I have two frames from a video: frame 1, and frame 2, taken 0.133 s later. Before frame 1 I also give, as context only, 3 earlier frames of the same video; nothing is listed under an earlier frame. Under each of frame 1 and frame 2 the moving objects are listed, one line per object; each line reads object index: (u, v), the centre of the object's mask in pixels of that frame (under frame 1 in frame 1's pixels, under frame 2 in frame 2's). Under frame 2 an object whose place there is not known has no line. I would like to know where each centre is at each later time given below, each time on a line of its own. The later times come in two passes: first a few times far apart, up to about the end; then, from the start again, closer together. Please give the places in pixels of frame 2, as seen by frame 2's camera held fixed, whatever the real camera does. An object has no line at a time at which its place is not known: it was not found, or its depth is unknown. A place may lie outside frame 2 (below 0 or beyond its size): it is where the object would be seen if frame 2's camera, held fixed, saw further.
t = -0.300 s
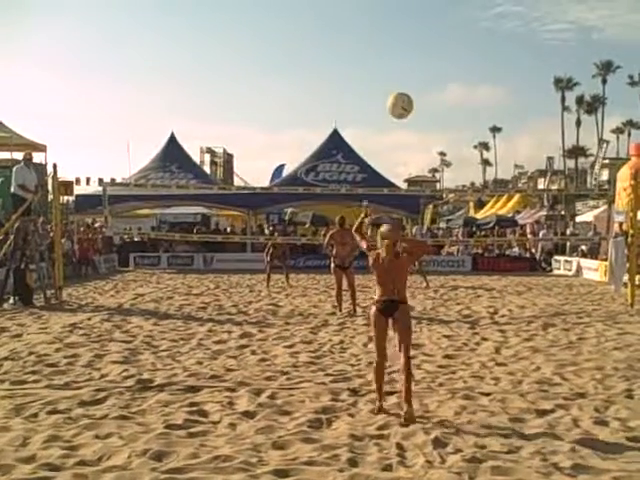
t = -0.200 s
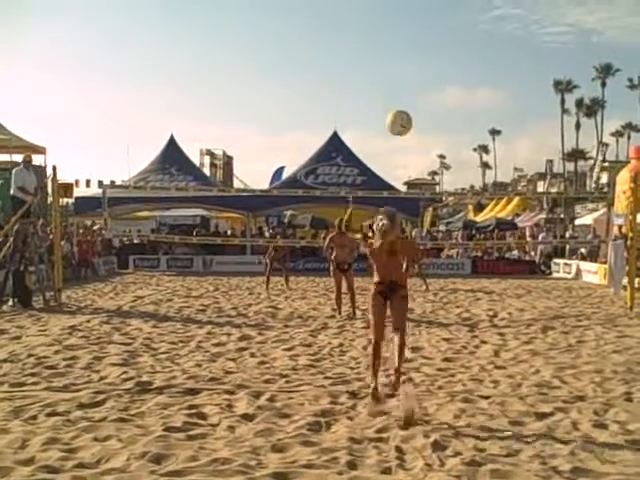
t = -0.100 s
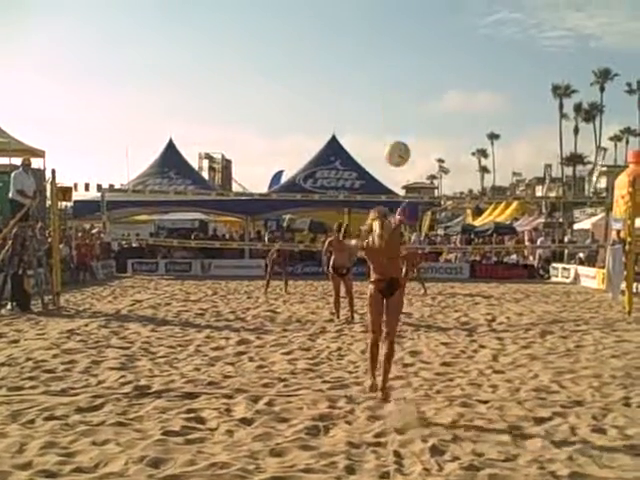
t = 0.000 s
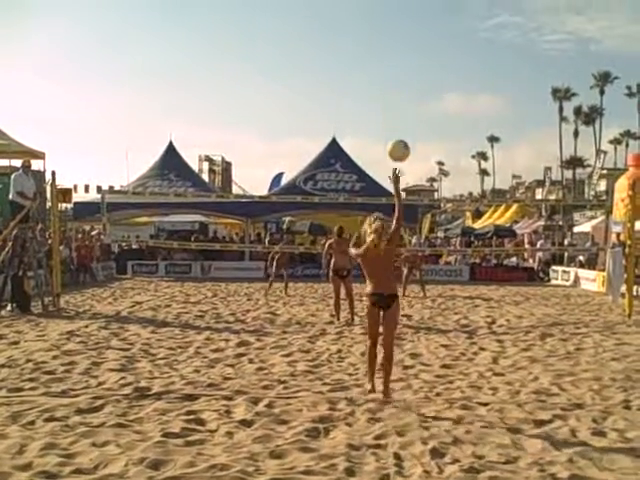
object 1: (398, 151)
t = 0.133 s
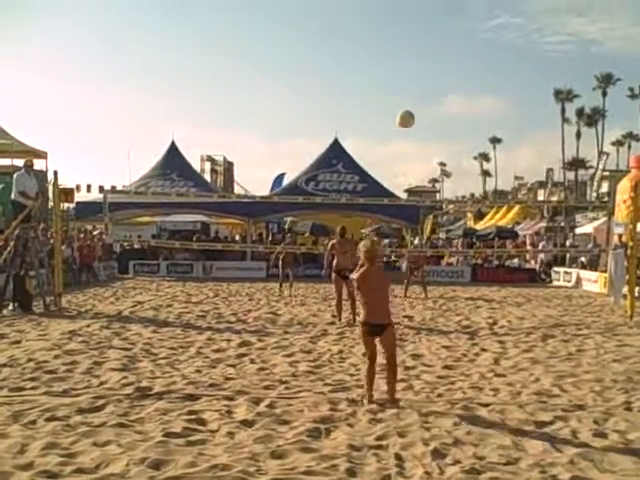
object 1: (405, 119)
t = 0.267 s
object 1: (408, 112)
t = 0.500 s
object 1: (411, 131)
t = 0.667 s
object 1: (410, 159)
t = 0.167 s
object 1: (406, 116)
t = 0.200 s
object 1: (407, 113)
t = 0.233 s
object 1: (408, 112)
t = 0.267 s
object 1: (408, 112)
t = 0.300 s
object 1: (408, 112)
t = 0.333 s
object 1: (409, 114)
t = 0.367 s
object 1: (409, 116)
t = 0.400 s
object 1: (409, 119)
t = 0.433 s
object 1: (410, 122)
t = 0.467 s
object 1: (410, 126)
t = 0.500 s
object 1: (411, 131)
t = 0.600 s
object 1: (410, 146)
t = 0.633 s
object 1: (410, 153)
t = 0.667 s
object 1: (410, 159)
